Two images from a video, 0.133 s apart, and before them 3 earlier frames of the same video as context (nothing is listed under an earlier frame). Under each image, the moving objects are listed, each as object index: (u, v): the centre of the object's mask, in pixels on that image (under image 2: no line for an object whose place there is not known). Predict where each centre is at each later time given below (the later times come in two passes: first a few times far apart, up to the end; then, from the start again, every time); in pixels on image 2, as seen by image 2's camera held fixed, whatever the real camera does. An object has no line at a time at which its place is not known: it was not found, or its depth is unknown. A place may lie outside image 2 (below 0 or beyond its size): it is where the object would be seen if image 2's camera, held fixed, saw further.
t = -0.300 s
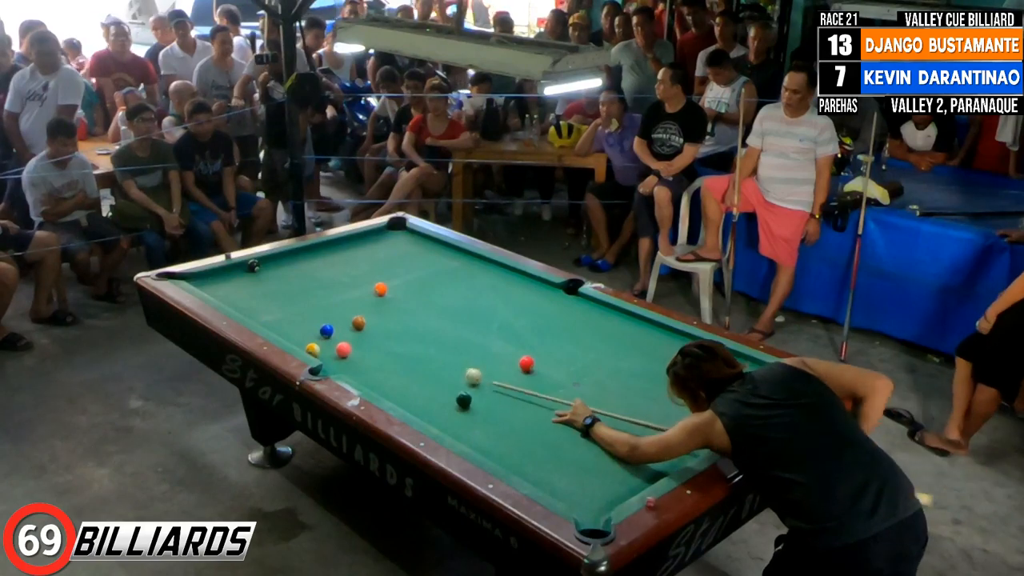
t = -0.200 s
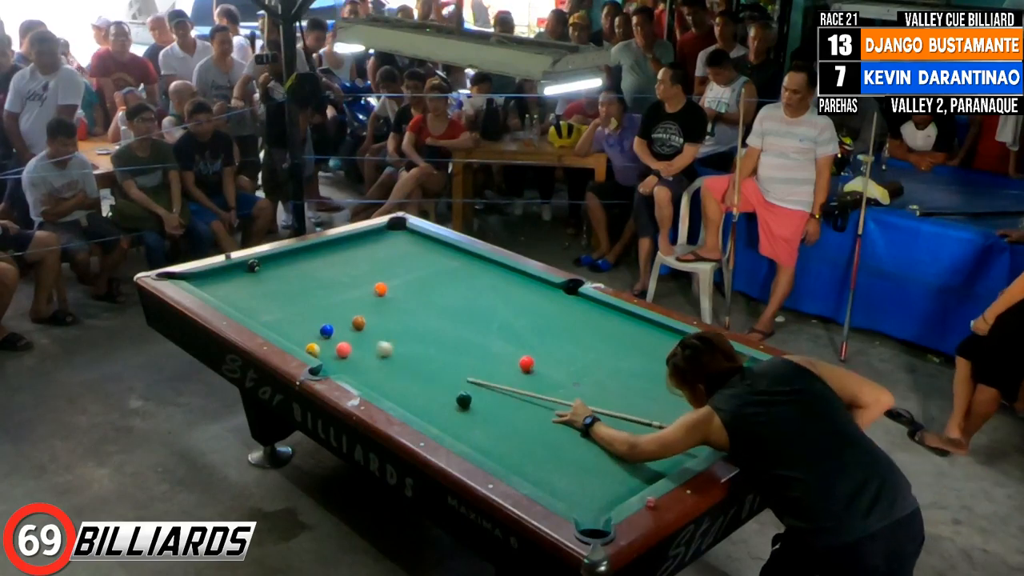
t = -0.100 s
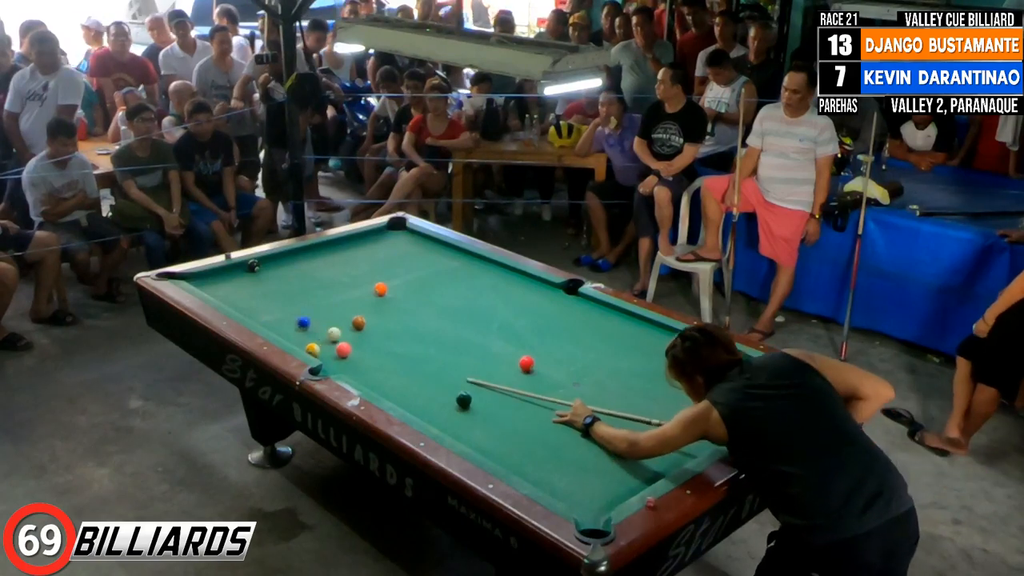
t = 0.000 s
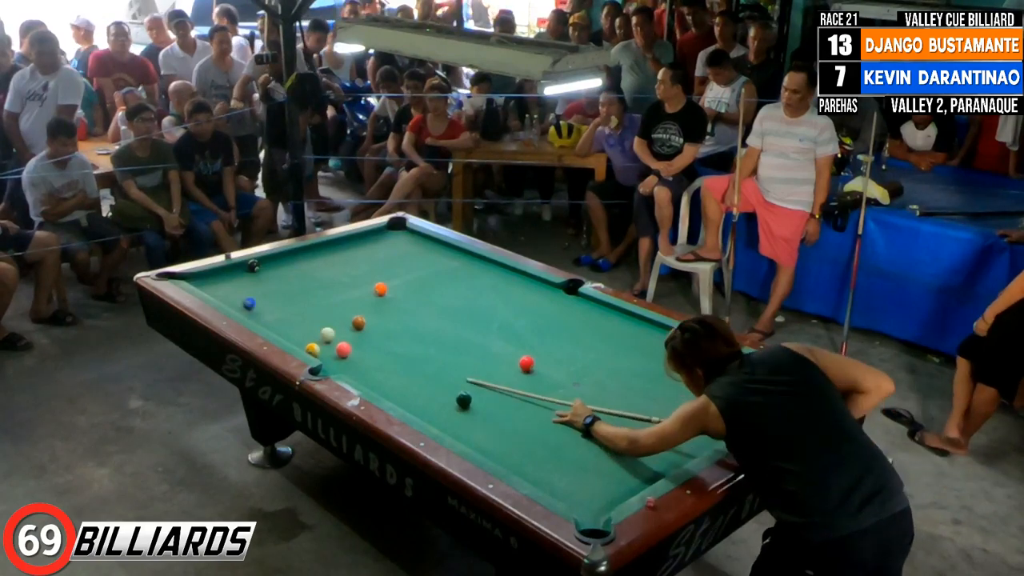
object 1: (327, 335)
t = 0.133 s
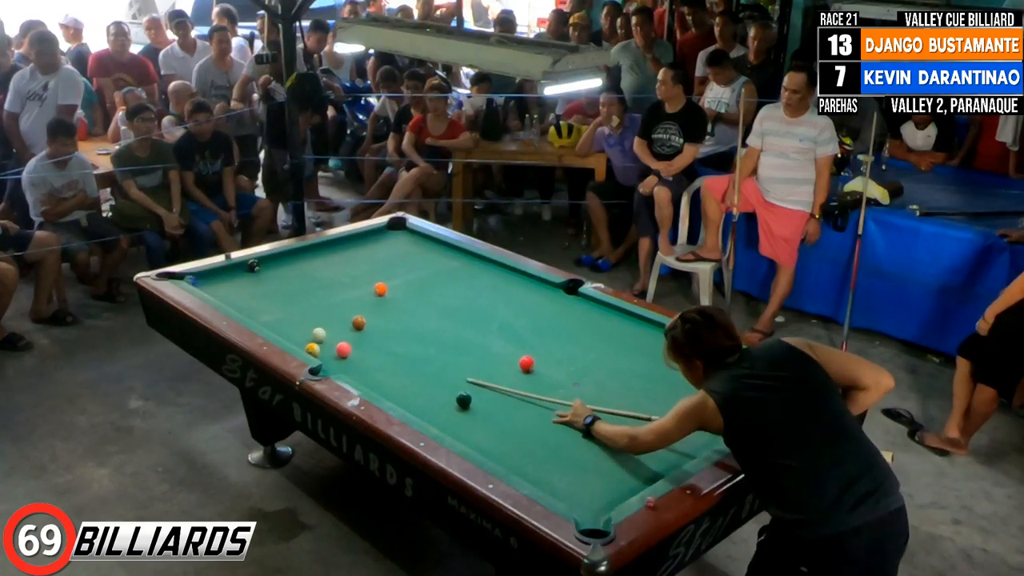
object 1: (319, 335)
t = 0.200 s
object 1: (315, 335)
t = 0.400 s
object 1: (303, 336)
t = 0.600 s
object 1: (292, 335)
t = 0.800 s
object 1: (284, 334)
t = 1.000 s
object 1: (285, 333)
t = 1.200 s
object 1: (286, 333)
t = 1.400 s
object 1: (287, 332)
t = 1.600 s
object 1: (287, 332)
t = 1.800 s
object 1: (287, 331)
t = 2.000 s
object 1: (288, 331)
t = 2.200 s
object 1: (288, 331)
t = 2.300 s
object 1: (288, 331)
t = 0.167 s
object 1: (317, 335)
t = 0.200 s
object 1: (315, 335)
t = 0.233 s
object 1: (313, 335)
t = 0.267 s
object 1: (311, 335)
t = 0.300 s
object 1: (309, 335)
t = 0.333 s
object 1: (307, 335)
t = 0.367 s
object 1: (305, 335)
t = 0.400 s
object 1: (303, 336)
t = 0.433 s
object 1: (301, 336)
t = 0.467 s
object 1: (299, 336)
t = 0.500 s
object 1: (297, 336)
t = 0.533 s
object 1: (296, 336)
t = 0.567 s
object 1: (294, 336)
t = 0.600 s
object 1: (292, 335)
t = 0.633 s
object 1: (291, 336)
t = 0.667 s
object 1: (289, 335)
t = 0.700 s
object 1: (288, 335)
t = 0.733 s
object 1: (286, 335)
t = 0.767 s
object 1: (285, 334)
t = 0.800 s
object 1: (284, 334)
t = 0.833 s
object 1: (284, 334)
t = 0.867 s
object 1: (284, 334)
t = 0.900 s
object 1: (284, 334)
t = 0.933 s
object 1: (284, 334)
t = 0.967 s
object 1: (285, 334)
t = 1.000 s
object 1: (285, 333)
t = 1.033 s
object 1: (285, 333)
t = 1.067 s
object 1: (285, 333)
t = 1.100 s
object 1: (285, 333)
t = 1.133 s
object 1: (286, 333)
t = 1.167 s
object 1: (286, 333)
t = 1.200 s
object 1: (286, 333)
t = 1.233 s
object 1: (286, 333)
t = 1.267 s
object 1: (286, 333)
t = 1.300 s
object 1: (286, 332)
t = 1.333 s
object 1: (287, 332)
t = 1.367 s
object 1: (287, 332)
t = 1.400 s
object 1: (287, 332)
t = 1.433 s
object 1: (287, 332)
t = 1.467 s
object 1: (287, 332)
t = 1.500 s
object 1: (287, 332)
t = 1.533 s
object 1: (287, 332)
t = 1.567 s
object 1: (287, 332)
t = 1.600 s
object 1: (287, 332)
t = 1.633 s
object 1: (287, 332)
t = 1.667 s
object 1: (287, 332)
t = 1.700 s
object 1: (288, 331)
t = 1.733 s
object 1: (287, 331)
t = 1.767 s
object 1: (288, 331)
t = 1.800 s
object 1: (287, 331)
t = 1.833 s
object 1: (288, 331)
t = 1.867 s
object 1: (288, 331)
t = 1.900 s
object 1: (288, 331)
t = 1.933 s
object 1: (288, 331)
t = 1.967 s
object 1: (288, 331)
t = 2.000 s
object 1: (288, 331)
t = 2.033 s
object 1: (288, 331)
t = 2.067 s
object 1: (288, 331)
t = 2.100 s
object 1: (288, 331)
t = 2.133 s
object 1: (288, 331)
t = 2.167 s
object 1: (288, 331)
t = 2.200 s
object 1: (288, 331)
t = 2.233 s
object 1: (288, 331)
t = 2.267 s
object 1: (288, 331)
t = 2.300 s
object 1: (288, 331)
